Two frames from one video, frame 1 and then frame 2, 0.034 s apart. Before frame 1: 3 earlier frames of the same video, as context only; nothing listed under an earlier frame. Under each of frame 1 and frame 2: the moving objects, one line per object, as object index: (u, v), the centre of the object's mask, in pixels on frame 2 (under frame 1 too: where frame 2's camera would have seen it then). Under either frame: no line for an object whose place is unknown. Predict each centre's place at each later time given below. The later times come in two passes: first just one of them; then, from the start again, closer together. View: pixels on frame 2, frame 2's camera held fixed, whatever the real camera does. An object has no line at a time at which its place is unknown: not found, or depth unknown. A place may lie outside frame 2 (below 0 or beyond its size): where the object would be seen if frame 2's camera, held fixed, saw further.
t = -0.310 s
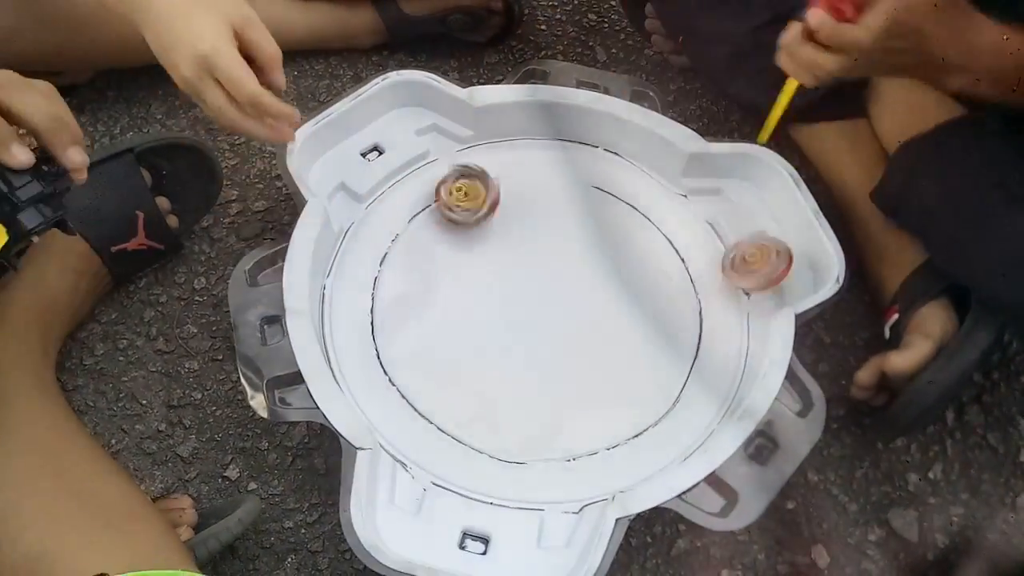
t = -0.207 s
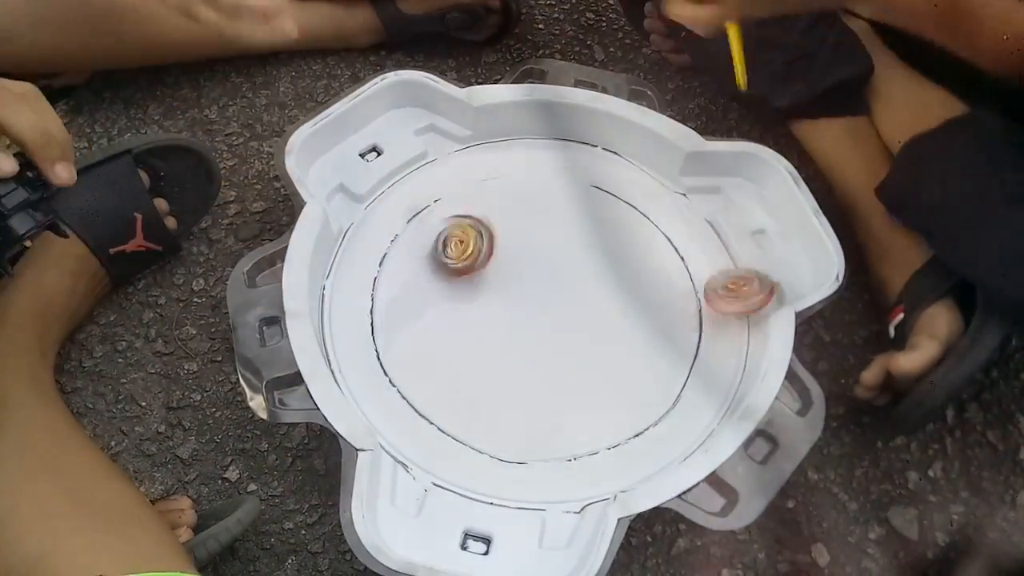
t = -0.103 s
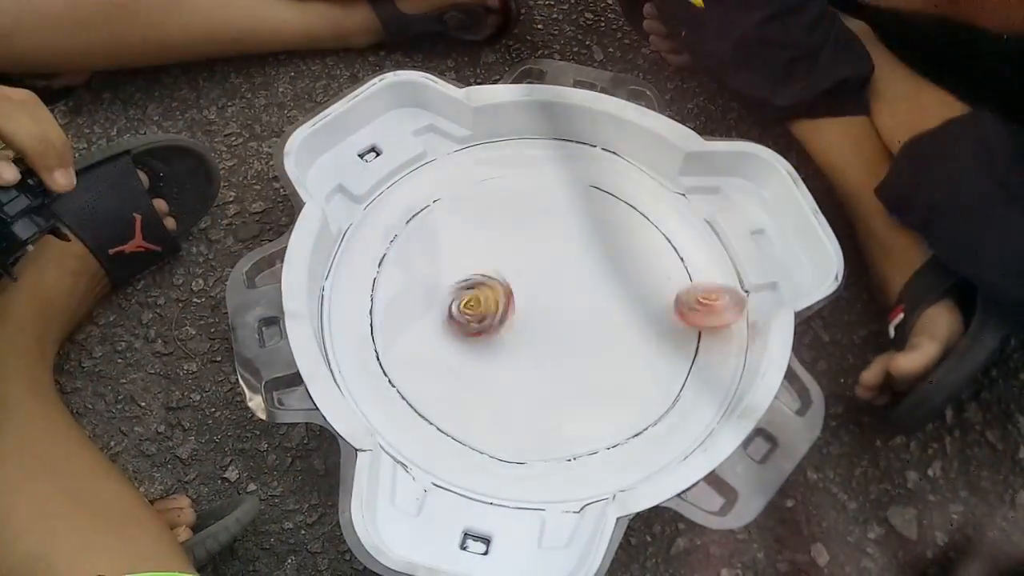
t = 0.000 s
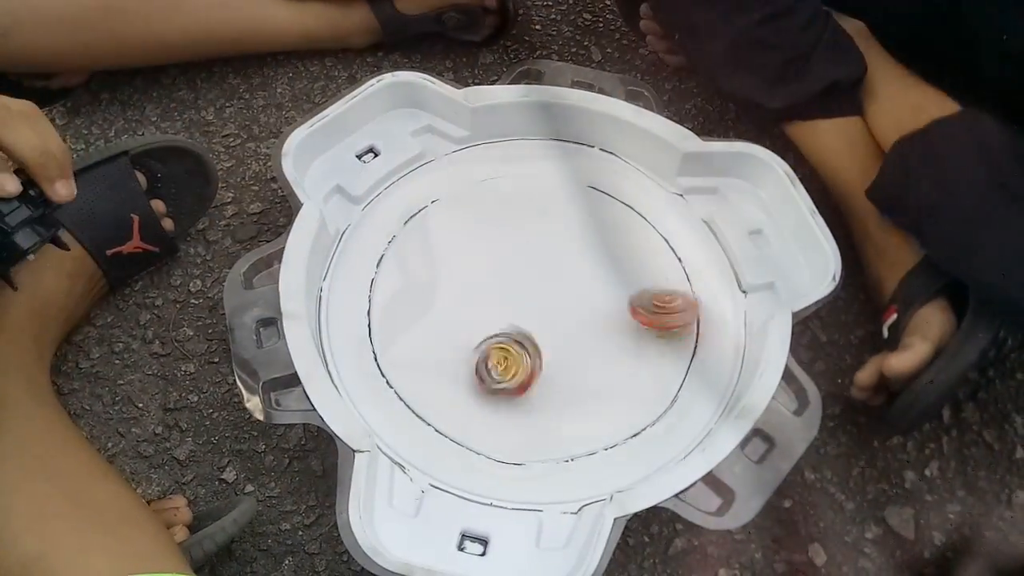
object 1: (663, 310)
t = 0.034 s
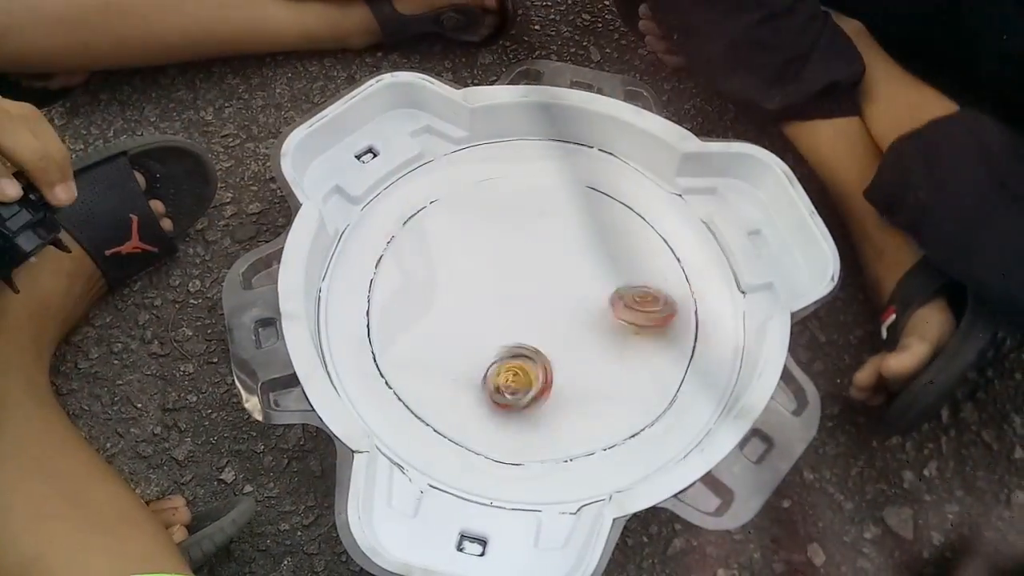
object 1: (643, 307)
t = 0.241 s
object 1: (523, 271)
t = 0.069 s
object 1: (622, 303)
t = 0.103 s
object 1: (603, 299)
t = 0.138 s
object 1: (583, 293)
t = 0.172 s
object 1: (565, 288)
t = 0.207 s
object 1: (550, 283)
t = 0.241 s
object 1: (523, 271)
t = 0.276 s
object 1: (514, 265)
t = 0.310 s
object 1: (506, 259)
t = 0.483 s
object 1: (494, 227)
